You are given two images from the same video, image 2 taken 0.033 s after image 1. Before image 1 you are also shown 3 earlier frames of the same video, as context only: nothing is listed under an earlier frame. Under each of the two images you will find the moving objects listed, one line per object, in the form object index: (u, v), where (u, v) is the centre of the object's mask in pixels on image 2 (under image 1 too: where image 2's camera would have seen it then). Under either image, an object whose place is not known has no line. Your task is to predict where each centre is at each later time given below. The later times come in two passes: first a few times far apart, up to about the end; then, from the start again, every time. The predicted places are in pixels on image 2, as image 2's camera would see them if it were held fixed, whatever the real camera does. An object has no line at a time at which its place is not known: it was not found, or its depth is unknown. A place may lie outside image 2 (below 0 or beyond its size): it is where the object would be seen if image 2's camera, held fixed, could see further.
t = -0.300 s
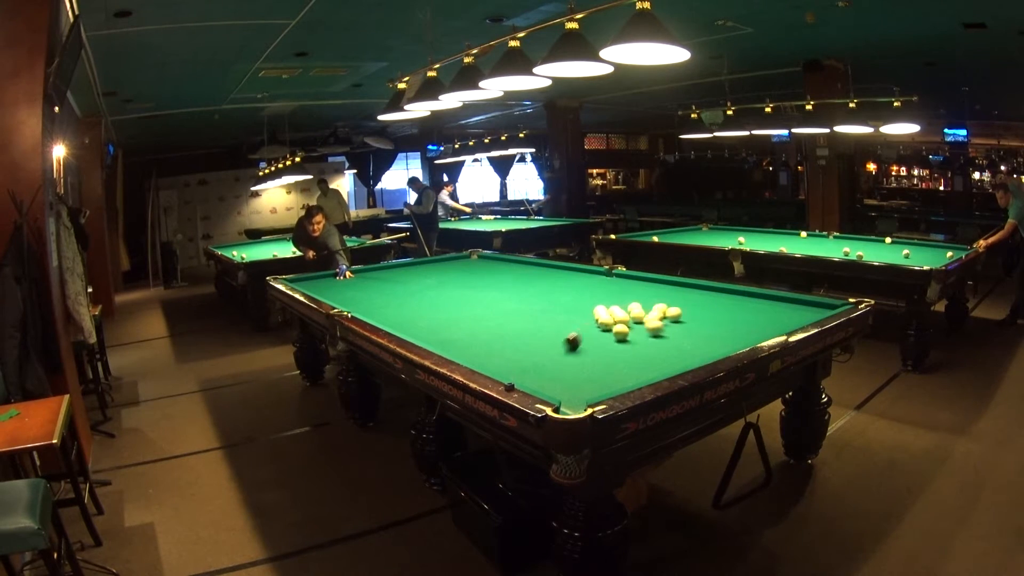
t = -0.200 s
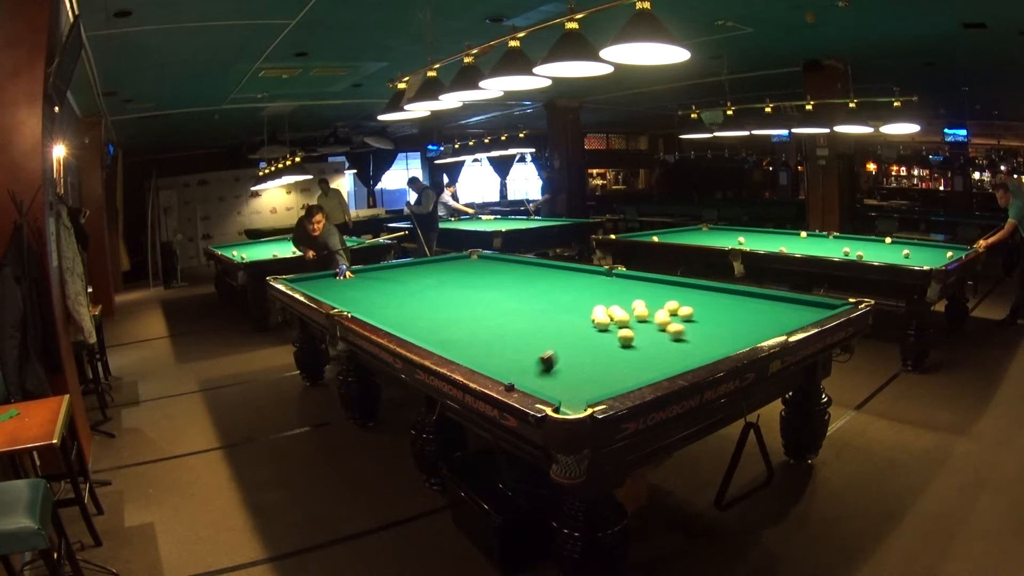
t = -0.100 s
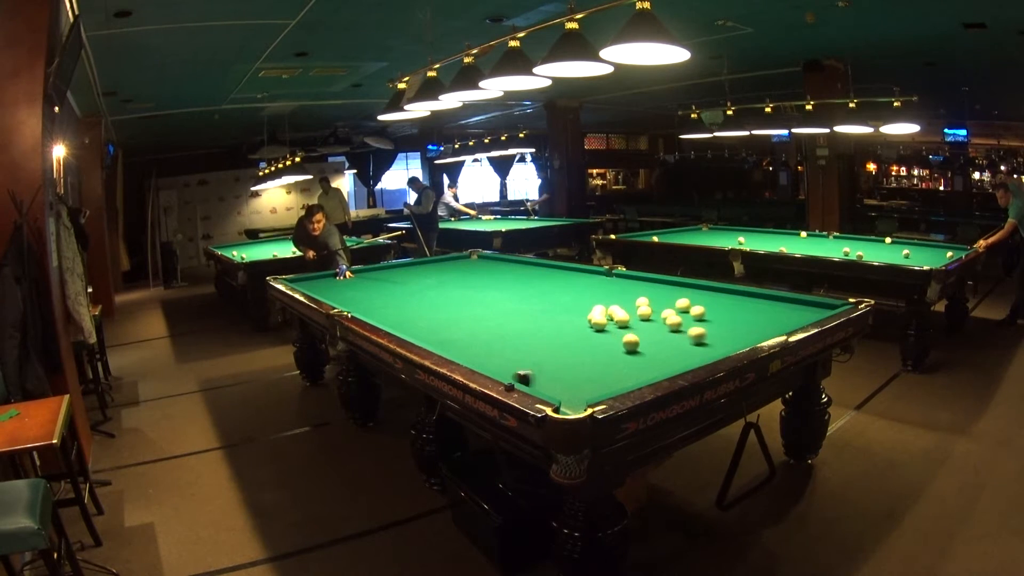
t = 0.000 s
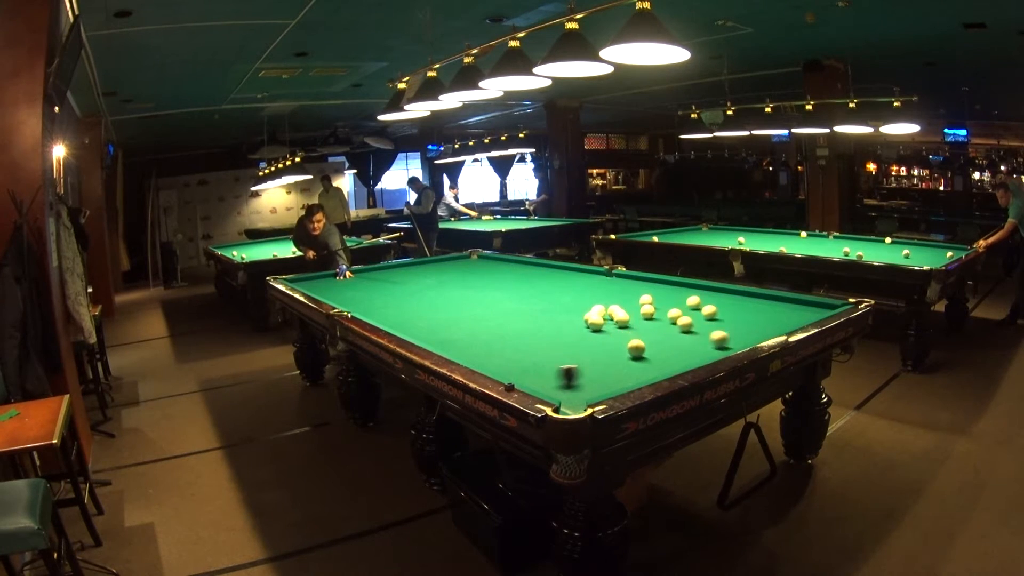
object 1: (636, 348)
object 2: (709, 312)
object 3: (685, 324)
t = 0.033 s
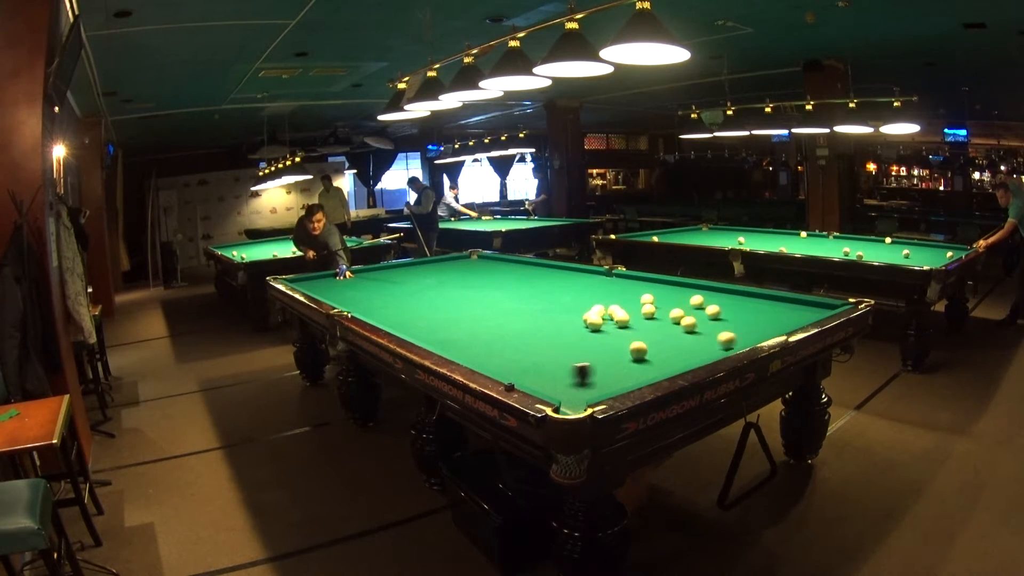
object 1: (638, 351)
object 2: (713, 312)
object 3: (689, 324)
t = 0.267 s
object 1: (676, 358)
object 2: (738, 310)
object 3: (714, 325)
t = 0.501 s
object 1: (697, 352)
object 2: (763, 309)
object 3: (740, 327)
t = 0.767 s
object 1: (689, 341)
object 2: (788, 307)
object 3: (767, 328)
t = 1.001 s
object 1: (683, 334)
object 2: (809, 306)
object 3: (773, 327)
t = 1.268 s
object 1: (677, 326)
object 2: (828, 305)
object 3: (765, 326)
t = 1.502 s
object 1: (672, 320)
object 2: (830, 306)
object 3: (759, 324)
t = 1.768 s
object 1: (668, 315)
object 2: (827, 308)
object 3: (752, 322)
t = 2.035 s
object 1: (656, 312)
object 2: (819, 310)
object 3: (747, 320)
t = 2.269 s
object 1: (641, 312)
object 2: (813, 311)
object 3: (742, 318)
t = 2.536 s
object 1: (628, 312)
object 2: (807, 312)
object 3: (738, 317)
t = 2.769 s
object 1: (625, 311)
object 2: (802, 313)
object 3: (735, 316)
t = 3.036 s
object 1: (625, 311)
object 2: (797, 314)
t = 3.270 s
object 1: (625, 311)
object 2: (794, 314)
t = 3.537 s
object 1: (625, 311)
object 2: (790, 315)
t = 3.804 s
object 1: (625, 311)
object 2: (787, 316)
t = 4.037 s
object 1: (625, 311)
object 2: (786, 316)
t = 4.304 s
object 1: (625, 311)
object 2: (785, 316)
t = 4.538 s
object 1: (625, 311)
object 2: (785, 316)
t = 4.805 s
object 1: (625, 311)
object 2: (784, 316)
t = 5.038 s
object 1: (625, 311)
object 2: (784, 316)
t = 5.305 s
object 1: (625, 311)
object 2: (784, 316)
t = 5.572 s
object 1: (625, 311)
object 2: (784, 316)
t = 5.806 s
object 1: (625, 311)
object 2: (784, 316)
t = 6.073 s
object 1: (625, 311)
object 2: (784, 316)
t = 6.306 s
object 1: (625, 311)
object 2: (785, 316)
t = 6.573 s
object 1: (625, 311)
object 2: (784, 316)
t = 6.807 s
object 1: (625, 311)
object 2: (785, 316)
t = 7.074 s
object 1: (625, 311)
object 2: (784, 316)
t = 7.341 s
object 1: (625, 311)
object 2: (785, 316)
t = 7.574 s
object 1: (625, 311)
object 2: (784, 316)
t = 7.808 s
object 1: (625, 311)
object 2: (784, 316)
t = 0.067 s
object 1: (640, 352)
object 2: (717, 311)
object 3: (692, 324)
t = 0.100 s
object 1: (642, 354)
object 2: (720, 311)
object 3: (696, 324)
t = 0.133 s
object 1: (644, 356)
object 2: (724, 310)
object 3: (700, 325)
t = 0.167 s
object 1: (646, 358)
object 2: (728, 310)
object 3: (703, 325)
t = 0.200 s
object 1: (653, 359)
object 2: (731, 310)
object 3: (707, 325)
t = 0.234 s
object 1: (665, 358)
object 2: (735, 310)
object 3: (711, 325)
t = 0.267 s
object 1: (676, 358)
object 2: (738, 310)
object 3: (714, 325)
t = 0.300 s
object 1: (687, 356)
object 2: (742, 310)
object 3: (717, 324)
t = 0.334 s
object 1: (697, 355)
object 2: (745, 309)
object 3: (722, 324)
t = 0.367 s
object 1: (702, 354)
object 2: (749, 309)
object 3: (725, 326)
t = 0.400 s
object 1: (700, 354)
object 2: (752, 309)
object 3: (729, 326)
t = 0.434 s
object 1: (699, 353)
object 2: (756, 309)
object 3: (733, 327)
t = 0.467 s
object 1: (698, 353)
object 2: (759, 309)
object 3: (736, 327)
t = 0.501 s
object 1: (697, 352)
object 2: (763, 309)
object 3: (740, 327)
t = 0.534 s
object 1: (696, 351)
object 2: (766, 308)
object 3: (743, 327)
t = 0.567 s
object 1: (695, 349)
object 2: (769, 308)
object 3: (747, 328)
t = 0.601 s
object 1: (694, 348)
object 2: (772, 308)
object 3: (750, 328)
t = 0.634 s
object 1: (693, 347)
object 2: (776, 308)
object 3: (754, 328)
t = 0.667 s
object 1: (692, 345)
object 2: (779, 308)
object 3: (757, 329)
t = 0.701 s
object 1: (691, 344)
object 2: (782, 308)
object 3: (761, 329)
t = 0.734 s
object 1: (690, 343)
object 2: (785, 307)
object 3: (764, 328)
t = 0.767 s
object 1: (689, 341)
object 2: (788, 307)
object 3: (767, 328)
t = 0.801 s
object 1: (688, 341)
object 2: (791, 307)
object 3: (771, 328)
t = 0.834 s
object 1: (687, 339)
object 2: (794, 307)
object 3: (774, 328)
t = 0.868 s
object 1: (686, 338)
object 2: (797, 307)
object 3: (777, 328)
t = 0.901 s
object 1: (685, 337)
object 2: (800, 306)
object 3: (776, 327)
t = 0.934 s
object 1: (685, 336)
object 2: (803, 306)
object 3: (775, 327)
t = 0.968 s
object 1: (684, 335)
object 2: (806, 306)
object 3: (774, 327)
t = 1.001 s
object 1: (683, 334)
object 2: (809, 306)
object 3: (773, 327)
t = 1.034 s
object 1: (682, 333)
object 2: (812, 306)
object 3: (772, 327)
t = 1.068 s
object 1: (681, 332)
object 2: (814, 305)
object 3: (771, 327)
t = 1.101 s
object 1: (680, 331)
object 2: (817, 305)
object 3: (770, 327)
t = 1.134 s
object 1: (680, 330)
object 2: (820, 305)
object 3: (769, 327)
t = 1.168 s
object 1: (679, 329)
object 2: (822, 305)
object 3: (768, 327)
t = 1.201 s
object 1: (678, 328)
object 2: (825, 305)
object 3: (767, 327)
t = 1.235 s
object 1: (678, 327)
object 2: (828, 304)
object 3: (766, 327)
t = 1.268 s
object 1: (677, 326)
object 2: (828, 305)
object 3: (765, 326)
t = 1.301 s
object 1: (676, 325)
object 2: (828, 305)
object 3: (764, 326)
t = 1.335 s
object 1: (676, 325)
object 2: (829, 305)
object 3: (763, 326)
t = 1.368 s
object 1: (675, 324)
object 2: (829, 305)
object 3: (762, 325)
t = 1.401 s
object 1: (674, 323)
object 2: (829, 306)
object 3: (761, 325)
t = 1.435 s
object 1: (674, 322)
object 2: (829, 306)
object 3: (760, 325)
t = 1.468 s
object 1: (673, 321)
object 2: (830, 306)
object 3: (759, 324)
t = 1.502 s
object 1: (672, 320)
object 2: (830, 306)
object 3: (759, 324)
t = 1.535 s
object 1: (672, 320)
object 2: (830, 307)
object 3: (758, 324)
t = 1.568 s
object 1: (671, 319)
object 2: (830, 307)
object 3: (757, 324)
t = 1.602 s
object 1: (671, 318)
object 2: (831, 307)
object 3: (756, 323)
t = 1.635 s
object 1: (670, 317)
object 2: (830, 308)
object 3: (755, 323)
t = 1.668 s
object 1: (669, 317)
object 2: (830, 308)
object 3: (755, 323)
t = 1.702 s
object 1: (669, 316)
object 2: (828, 308)
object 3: (754, 322)
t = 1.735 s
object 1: (668, 315)
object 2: (827, 308)
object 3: (753, 322)
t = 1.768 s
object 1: (668, 315)
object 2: (827, 308)
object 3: (752, 322)
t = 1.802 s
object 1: (667, 314)
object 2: (825, 308)
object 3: (752, 322)
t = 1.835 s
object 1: (666, 314)
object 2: (824, 309)
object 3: (751, 322)
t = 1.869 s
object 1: (666, 313)
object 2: (824, 309)
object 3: (750, 321)
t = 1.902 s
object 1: (665, 312)
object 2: (823, 309)
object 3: (749, 321)
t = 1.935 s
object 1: (662, 312)
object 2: (822, 309)
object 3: (749, 321)
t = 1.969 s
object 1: (660, 312)
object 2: (821, 309)
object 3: (748, 320)
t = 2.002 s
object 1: (658, 312)
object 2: (820, 309)
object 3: (747, 320)
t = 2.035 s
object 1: (656, 312)
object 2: (819, 310)
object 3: (747, 320)
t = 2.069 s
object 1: (654, 312)
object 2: (818, 310)
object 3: (746, 320)
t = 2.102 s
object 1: (651, 312)
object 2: (817, 310)
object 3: (745, 319)
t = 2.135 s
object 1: (649, 312)
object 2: (816, 310)
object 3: (745, 319)
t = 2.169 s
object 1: (647, 312)
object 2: (815, 310)
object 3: (744, 319)
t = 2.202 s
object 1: (645, 312)
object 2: (814, 310)
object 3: (743, 319)
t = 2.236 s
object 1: (643, 312)
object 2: (814, 311)
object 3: (743, 318)
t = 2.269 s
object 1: (641, 312)
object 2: (813, 311)
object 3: (742, 318)
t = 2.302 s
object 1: (639, 312)
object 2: (812, 311)
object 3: (742, 318)
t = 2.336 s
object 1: (637, 312)
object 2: (811, 311)
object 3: (741, 318)
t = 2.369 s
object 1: (635, 312)
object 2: (811, 311)
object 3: (741, 318)
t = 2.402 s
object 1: (633, 313)
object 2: (810, 312)
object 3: (740, 318)
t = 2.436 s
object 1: (632, 313)
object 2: (809, 312)
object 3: (740, 317)
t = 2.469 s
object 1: (630, 313)
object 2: (808, 312)
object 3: (739, 317)
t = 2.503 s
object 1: (629, 312)
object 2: (808, 312)
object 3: (739, 317)
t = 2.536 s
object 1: (628, 312)
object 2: (807, 312)
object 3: (738, 317)
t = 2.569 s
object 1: (627, 312)
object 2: (806, 312)
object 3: (738, 317)
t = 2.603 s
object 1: (626, 312)
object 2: (805, 313)
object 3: (738, 317)
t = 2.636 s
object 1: (626, 312)
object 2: (804, 313)
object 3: (737, 316)
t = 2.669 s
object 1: (626, 312)
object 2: (804, 313)
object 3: (737, 316)
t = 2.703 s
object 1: (626, 311)
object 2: (803, 313)
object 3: (736, 316)
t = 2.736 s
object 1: (625, 311)
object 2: (803, 313)
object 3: (736, 316)
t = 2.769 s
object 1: (625, 311)
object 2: (802, 313)
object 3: (735, 316)
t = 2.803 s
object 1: (625, 311)
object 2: (801, 313)
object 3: (735, 316)
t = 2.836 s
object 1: (625, 311)
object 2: (801, 313)
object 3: (735, 316)
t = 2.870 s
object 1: (625, 311)
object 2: (800, 313)
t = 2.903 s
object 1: (625, 311)
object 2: (799, 313)
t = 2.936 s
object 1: (625, 311)
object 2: (799, 313)
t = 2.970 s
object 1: (625, 311)
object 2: (798, 313)
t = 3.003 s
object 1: (625, 311)
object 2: (798, 314)
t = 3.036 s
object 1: (625, 311)
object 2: (797, 314)
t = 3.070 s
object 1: (625, 311)
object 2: (796, 314)
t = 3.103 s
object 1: (625, 311)
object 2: (796, 314)
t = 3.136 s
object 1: (625, 311)
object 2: (795, 314)
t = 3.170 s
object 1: (625, 311)
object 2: (795, 314)
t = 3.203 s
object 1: (625, 311)
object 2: (794, 314)
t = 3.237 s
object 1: (625, 311)
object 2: (794, 314)
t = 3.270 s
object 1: (625, 311)
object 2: (794, 314)
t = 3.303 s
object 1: (625, 311)
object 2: (793, 314)
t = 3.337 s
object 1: (625, 311)
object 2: (792, 315)
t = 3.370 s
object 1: (625, 311)
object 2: (792, 315)
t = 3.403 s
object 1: (625, 311)
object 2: (791, 315)
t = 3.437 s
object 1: (625, 311)
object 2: (791, 315)
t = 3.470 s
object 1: (625, 311)
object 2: (791, 315)
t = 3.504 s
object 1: (625, 311)
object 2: (790, 315)
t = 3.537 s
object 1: (625, 311)
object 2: (790, 315)
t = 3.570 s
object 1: (625, 311)
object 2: (789, 315)
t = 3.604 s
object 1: (625, 311)
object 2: (789, 315)
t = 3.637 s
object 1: (625, 311)
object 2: (789, 315)
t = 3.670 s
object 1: (625, 311)
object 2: (788, 315)
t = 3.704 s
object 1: (625, 311)
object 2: (788, 315)
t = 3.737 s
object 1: (625, 311)
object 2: (788, 316)
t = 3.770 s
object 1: (625, 311)
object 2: (788, 315)
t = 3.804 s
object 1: (625, 311)
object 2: (787, 316)
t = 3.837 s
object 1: (625, 311)
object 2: (787, 316)
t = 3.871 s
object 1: (625, 311)
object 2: (787, 316)
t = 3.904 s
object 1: (625, 311)
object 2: (787, 316)
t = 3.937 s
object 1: (625, 311)
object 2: (786, 316)
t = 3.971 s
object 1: (625, 311)
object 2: (786, 316)
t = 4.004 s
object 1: (625, 311)
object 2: (786, 316)
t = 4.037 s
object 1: (625, 311)
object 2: (786, 316)
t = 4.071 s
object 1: (625, 311)
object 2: (786, 316)
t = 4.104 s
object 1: (625, 311)
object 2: (786, 315)
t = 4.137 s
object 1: (625, 311)
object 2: (785, 316)
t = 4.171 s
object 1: (625, 311)
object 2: (785, 316)
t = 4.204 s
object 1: (625, 311)
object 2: (785, 316)
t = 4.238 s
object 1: (625, 311)
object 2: (785, 316)
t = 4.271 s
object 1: (625, 311)
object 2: (785, 316)
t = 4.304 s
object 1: (625, 311)
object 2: (785, 316)
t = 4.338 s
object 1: (625, 311)
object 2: (785, 316)
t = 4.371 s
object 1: (625, 311)
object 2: (785, 316)
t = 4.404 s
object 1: (625, 311)
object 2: (785, 316)
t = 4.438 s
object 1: (625, 311)
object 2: (785, 316)
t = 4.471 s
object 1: (625, 311)
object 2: (785, 316)
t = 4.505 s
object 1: (625, 311)
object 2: (784, 316)
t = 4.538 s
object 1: (625, 311)
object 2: (785, 316)
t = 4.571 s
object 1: (625, 311)
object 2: (784, 316)
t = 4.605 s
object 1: (625, 311)
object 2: (785, 316)
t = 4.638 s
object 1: (625, 311)
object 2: (784, 316)
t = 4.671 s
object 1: (625, 311)
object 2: (785, 316)
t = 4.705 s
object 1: (625, 311)
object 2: (784, 316)
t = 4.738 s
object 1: (625, 311)
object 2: (784, 316)
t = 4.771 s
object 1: (625, 311)
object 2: (785, 316)
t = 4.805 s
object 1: (625, 311)
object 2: (784, 316)
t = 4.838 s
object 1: (625, 311)
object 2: (785, 316)
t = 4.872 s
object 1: (625, 311)
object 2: (784, 316)
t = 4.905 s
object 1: (625, 311)
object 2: (784, 316)
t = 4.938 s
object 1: (625, 311)
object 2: (785, 316)
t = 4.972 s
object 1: (625, 311)
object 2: (784, 316)
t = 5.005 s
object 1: (625, 311)
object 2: (785, 316)
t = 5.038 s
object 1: (625, 311)
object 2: (784, 316)
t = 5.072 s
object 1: (625, 311)
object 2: (784, 316)
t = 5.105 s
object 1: (625, 311)
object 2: (784, 316)
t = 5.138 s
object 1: (625, 311)
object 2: (784, 316)
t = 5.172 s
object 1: (625, 311)
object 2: (784, 316)
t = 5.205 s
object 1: (625, 311)
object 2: (784, 316)
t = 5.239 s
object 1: (625, 311)
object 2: (784, 316)
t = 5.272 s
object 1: (625, 311)
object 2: (784, 316)
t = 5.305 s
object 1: (625, 311)
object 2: (784, 316)
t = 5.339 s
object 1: (625, 311)
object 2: (784, 316)
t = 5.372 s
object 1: (625, 311)
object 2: (784, 316)
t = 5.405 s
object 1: (625, 311)
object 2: (785, 316)
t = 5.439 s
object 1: (625, 311)
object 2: (784, 316)
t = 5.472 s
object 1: (625, 311)
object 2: (785, 316)
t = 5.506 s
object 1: (625, 311)
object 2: (784, 316)
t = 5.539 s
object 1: (625, 311)
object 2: (784, 316)
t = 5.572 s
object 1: (625, 311)
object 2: (784, 316)
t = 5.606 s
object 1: (625, 311)
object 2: (785, 316)
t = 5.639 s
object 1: (625, 311)
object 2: (784, 316)
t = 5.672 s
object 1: (625, 311)
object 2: (785, 316)
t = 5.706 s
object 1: (625, 311)
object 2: (784, 316)
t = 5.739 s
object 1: (625, 311)
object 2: (784, 316)
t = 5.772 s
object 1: (625, 311)
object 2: (785, 316)
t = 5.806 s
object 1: (625, 311)
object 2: (784, 316)
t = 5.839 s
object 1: (625, 311)
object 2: (784, 316)
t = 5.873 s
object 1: (625, 311)
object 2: (784, 316)
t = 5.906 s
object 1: (625, 311)
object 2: (784, 316)
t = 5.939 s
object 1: (625, 311)
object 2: (784, 316)
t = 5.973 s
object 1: (625, 311)
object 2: (784, 316)
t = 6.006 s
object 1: (625, 311)
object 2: (784, 316)
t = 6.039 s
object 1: (625, 311)
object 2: (784, 316)
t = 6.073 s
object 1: (625, 311)
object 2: (784, 316)
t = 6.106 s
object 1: (625, 311)
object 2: (784, 316)
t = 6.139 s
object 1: (625, 311)
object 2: (784, 316)
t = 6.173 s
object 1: (625, 311)
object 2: (784, 316)
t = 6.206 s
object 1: (625, 311)
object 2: (784, 316)
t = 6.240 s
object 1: (625, 311)
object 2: (784, 316)
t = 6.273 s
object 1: (625, 311)
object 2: (784, 316)
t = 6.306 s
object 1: (625, 311)
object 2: (785, 316)
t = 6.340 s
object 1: (625, 311)
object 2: (784, 316)
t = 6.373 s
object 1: (625, 311)
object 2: (784, 316)
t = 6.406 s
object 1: (625, 311)
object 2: (784, 316)
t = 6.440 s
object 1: (625, 311)
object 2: (784, 316)
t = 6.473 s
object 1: (625, 311)
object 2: (784, 316)
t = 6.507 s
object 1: (625, 311)
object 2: (784, 316)
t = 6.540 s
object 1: (625, 311)
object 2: (784, 316)
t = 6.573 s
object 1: (625, 311)
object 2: (784, 316)
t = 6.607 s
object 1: (625, 311)
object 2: (784, 316)
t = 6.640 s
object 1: (625, 311)
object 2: (784, 316)
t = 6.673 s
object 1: (625, 311)
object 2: (784, 316)
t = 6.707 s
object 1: (625, 311)
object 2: (784, 316)
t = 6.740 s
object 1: (625, 311)
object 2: (784, 316)
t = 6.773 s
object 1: (625, 311)
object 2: (784, 316)
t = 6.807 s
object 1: (625, 311)
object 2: (785, 316)
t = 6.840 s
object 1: (625, 311)
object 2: (784, 316)
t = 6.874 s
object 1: (625, 311)
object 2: (784, 316)
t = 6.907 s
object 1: (625, 311)
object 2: (784, 316)
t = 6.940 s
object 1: (625, 311)
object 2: (784, 316)
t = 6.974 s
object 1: (625, 311)
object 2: (784, 316)
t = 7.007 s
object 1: (625, 311)
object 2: (784, 316)
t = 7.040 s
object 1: (625, 311)
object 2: (785, 316)
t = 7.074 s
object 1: (625, 311)
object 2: (784, 316)
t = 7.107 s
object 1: (625, 311)
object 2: (784, 316)
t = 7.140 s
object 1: (625, 311)
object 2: (784, 316)
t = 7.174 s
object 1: (625, 311)
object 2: (784, 316)
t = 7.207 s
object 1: (625, 311)
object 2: (784, 316)
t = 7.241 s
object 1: (625, 311)
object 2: (784, 316)
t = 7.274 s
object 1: (625, 311)
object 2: (784, 316)
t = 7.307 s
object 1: (625, 311)
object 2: (784, 316)
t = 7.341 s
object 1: (625, 311)
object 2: (785, 316)
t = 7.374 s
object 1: (625, 311)
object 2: (784, 316)
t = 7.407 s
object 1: (625, 311)
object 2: (784, 316)
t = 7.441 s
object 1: (625, 311)
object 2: (784, 316)
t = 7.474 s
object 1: (625, 311)
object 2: (784, 316)
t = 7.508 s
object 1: (625, 311)
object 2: (784, 316)
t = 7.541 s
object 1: (625, 311)
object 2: (784, 316)
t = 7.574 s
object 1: (625, 311)
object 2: (784, 316)
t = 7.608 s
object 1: (625, 311)
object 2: (785, 316)
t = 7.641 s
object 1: (625, 311)
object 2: (784, 316)
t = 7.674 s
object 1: (625, 311)
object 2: (785, 316)
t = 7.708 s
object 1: (625, 311)
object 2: (784, 316)
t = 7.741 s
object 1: (625, 311)
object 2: (785, 316)
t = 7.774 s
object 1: (625, 311)
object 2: (784, 316)
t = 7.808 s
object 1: (625, 311)
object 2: (784, 316)
